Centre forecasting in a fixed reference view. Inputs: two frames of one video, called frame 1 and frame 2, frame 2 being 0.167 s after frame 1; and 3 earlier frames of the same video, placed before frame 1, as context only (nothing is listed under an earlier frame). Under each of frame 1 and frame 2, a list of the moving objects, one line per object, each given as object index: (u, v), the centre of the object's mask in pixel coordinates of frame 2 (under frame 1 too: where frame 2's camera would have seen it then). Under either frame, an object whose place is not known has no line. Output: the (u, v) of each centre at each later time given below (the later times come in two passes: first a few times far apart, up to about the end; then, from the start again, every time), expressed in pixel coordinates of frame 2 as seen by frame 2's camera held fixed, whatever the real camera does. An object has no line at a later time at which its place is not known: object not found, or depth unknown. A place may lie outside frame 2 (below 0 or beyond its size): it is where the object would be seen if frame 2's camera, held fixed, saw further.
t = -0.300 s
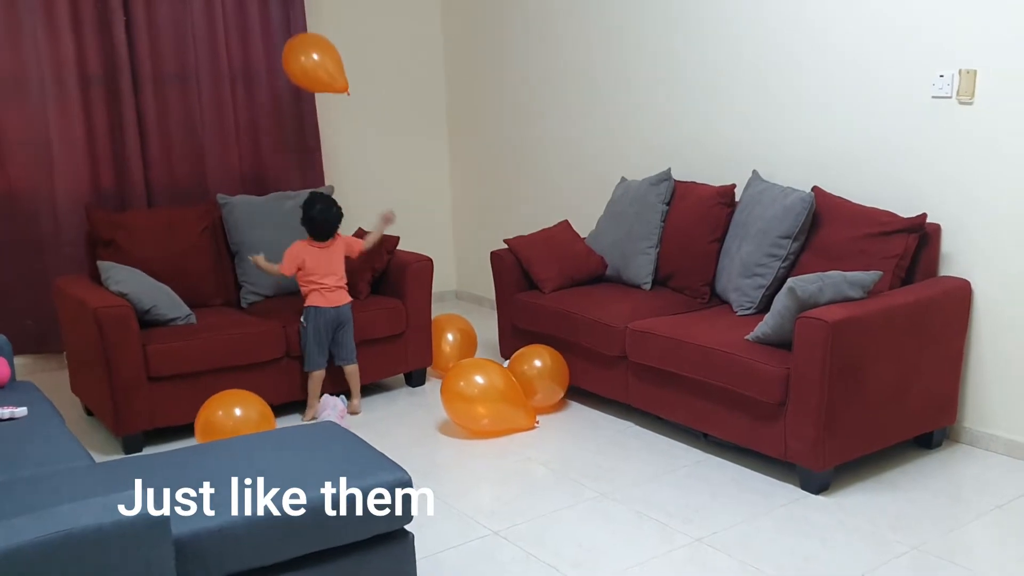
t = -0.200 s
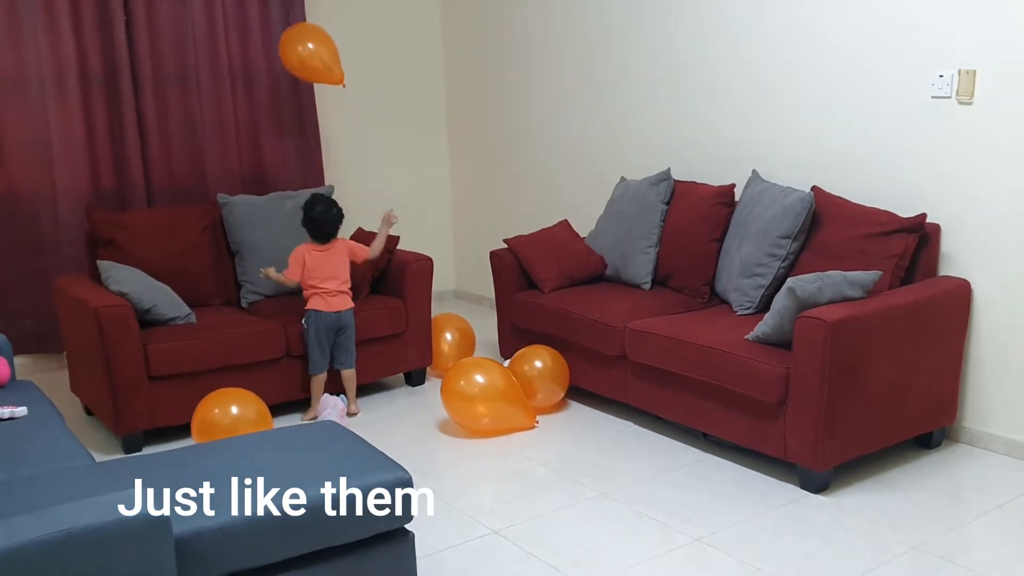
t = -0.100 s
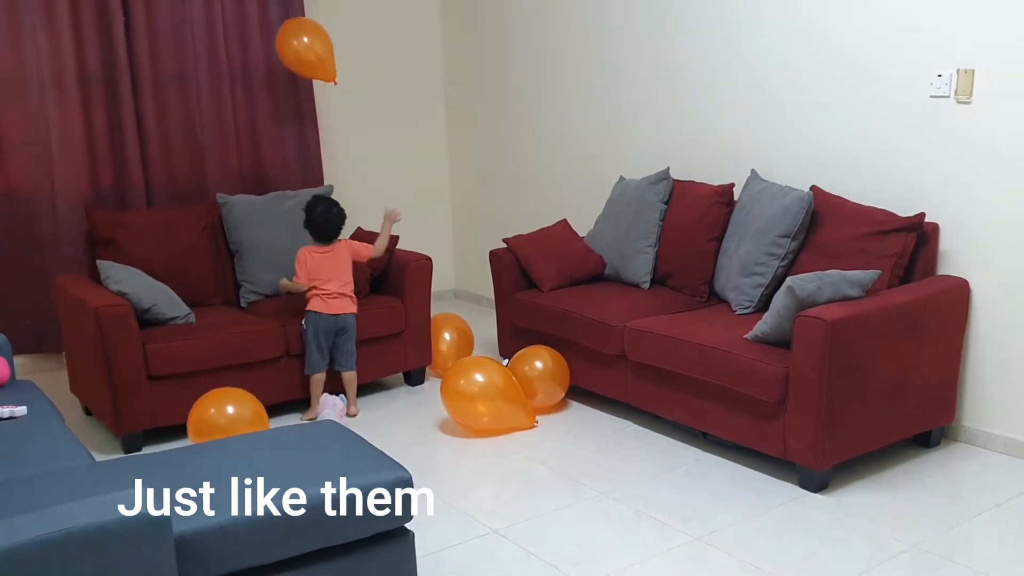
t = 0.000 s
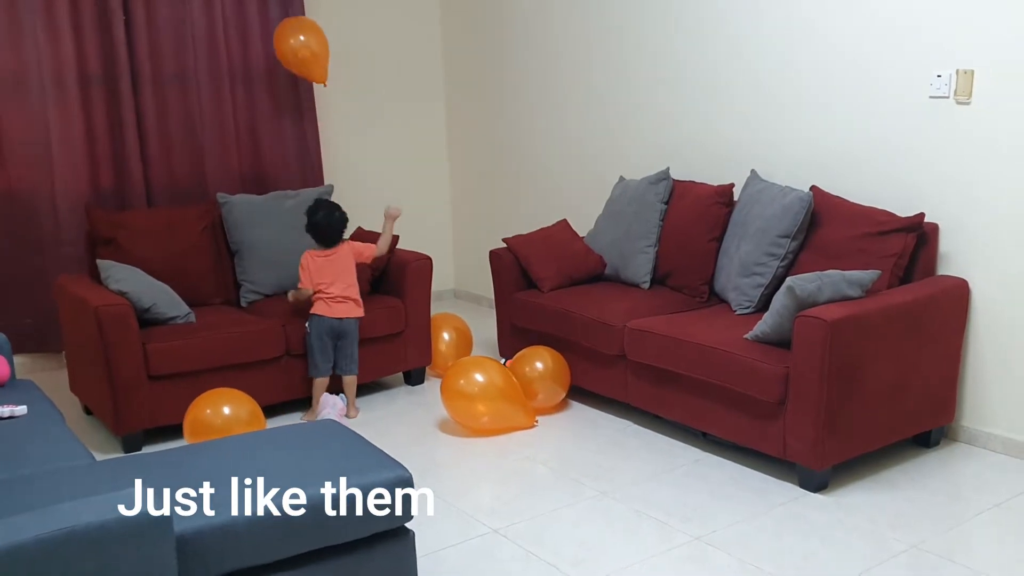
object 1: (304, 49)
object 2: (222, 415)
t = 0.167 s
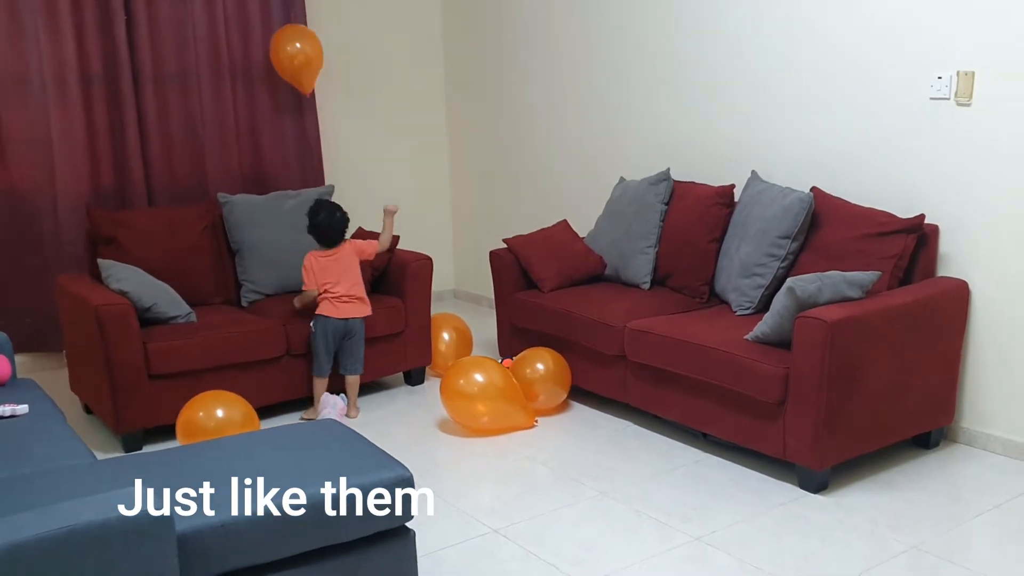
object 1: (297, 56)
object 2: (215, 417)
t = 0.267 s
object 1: (294, 64)
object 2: (210, 418)
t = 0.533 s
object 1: (287, 95)
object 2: (200, 421)
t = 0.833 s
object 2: (192, 423)
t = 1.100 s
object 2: (189, 422)
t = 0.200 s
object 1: (296, 58)
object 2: (213, 417)
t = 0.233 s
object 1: (295, 61)
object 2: (212, 418)
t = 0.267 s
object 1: (294, 64)
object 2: (210, 418)
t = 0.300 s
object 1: (293, 67)
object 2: (209, 419)
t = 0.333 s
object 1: (292, 71)
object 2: (207, 419)
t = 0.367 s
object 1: (292, 75)
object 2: (206, 419)
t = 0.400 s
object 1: (291, 78)
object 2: (205, 420)
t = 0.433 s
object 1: (290, 82)
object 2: (203, 420)
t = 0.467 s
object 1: (289, 86)
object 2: (202, 420)
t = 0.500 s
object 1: (288, 91)
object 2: (201, 421)
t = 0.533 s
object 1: (287, 95)
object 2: (200, 421)
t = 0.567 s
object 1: (287, 100)
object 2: (199, 421)
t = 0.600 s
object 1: (286, 104)
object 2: (197, 421)
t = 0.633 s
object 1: (285, 109)
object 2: (197, 421)
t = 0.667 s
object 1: (284, 114)
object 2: (196, 422)
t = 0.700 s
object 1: (283, 119)
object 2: (195, 422)
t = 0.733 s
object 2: (194, 422)
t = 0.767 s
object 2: (193, 422)
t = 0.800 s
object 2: (192, 423)
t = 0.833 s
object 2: (192, 423)
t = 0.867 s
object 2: (191, 423)
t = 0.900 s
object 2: (190, 423)
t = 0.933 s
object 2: (190, 423)
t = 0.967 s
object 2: (190, 423)
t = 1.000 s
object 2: (190, 422)
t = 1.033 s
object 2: (190, 422)
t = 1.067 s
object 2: (189, 422)
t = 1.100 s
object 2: (189, 422)
